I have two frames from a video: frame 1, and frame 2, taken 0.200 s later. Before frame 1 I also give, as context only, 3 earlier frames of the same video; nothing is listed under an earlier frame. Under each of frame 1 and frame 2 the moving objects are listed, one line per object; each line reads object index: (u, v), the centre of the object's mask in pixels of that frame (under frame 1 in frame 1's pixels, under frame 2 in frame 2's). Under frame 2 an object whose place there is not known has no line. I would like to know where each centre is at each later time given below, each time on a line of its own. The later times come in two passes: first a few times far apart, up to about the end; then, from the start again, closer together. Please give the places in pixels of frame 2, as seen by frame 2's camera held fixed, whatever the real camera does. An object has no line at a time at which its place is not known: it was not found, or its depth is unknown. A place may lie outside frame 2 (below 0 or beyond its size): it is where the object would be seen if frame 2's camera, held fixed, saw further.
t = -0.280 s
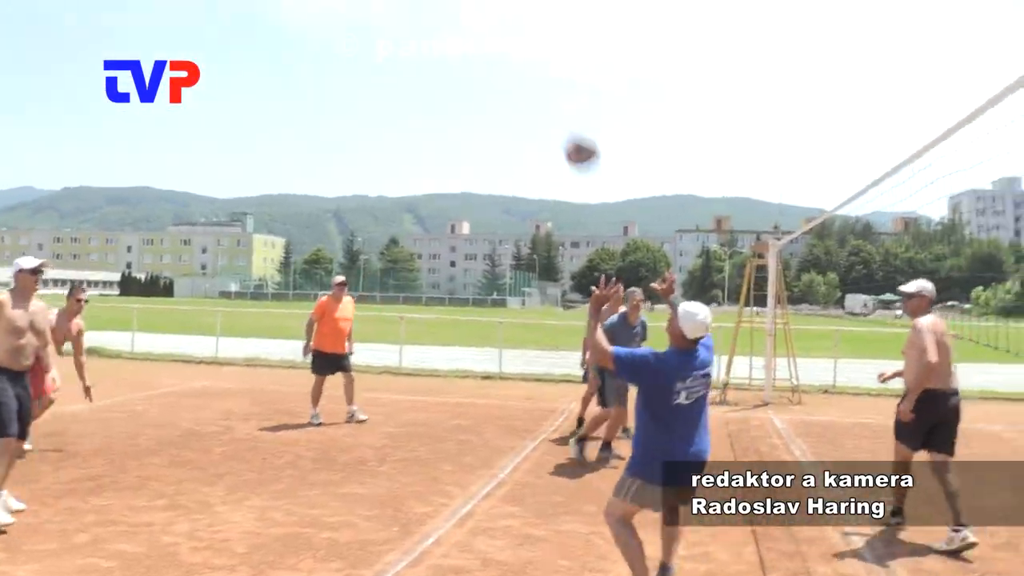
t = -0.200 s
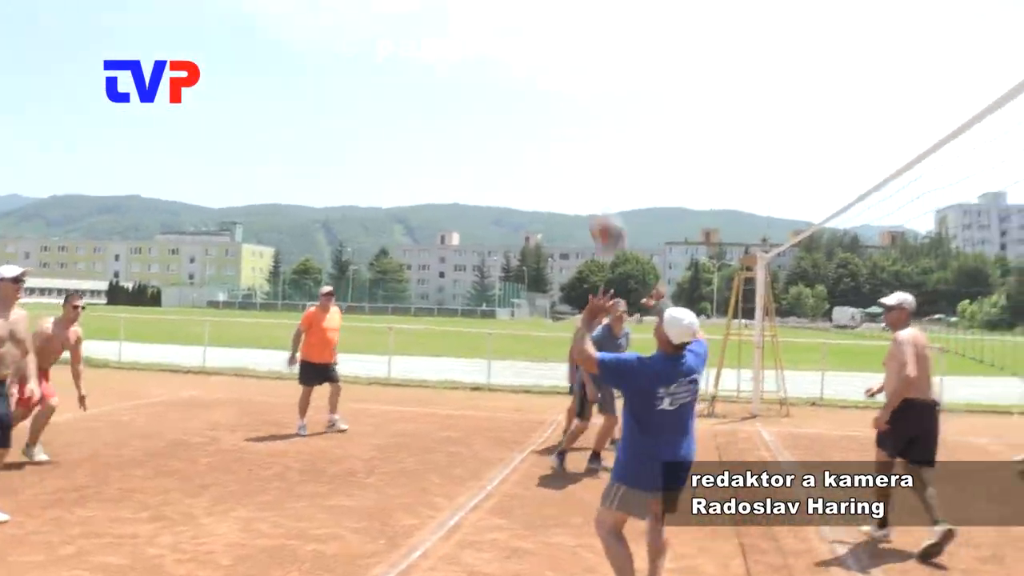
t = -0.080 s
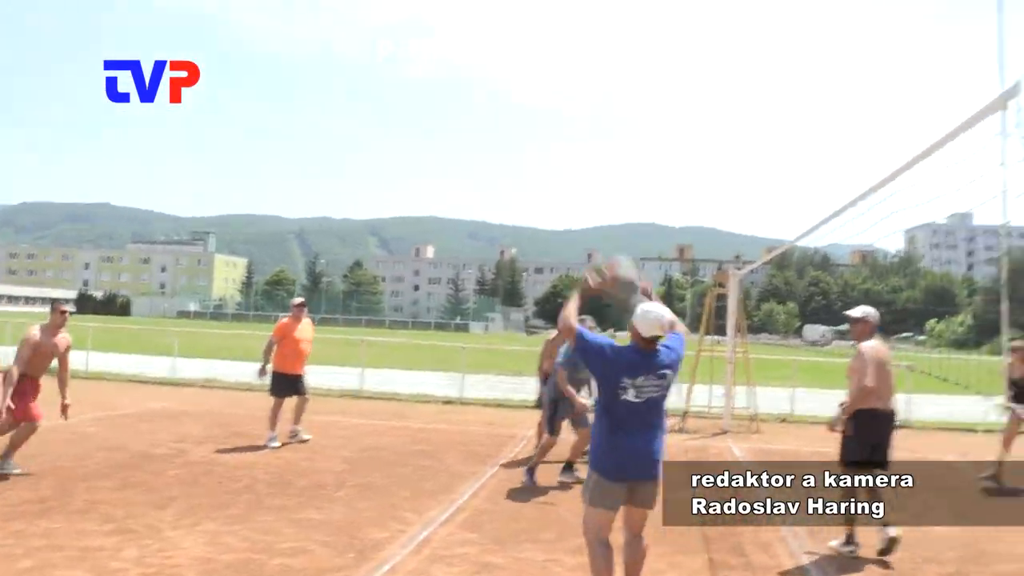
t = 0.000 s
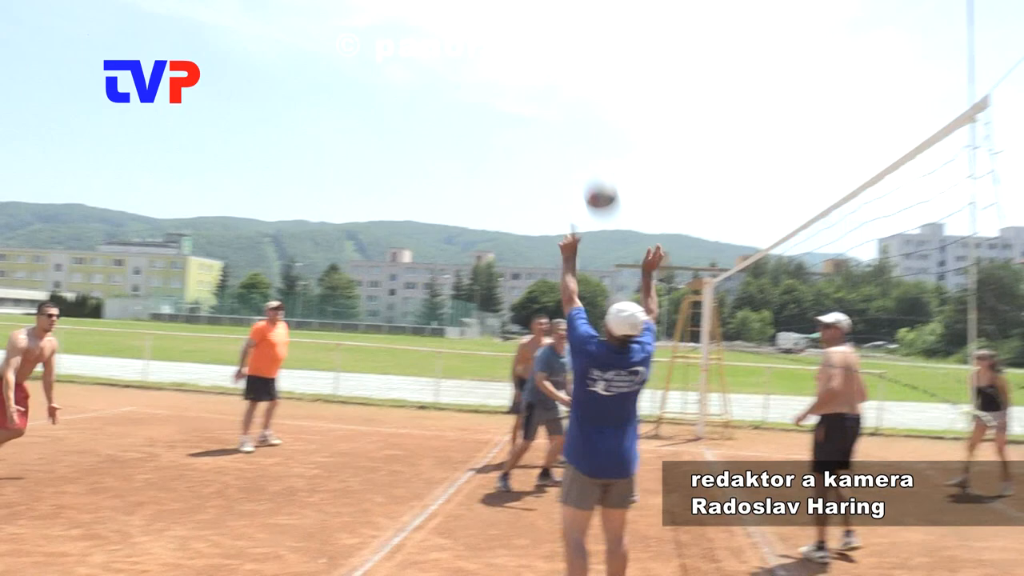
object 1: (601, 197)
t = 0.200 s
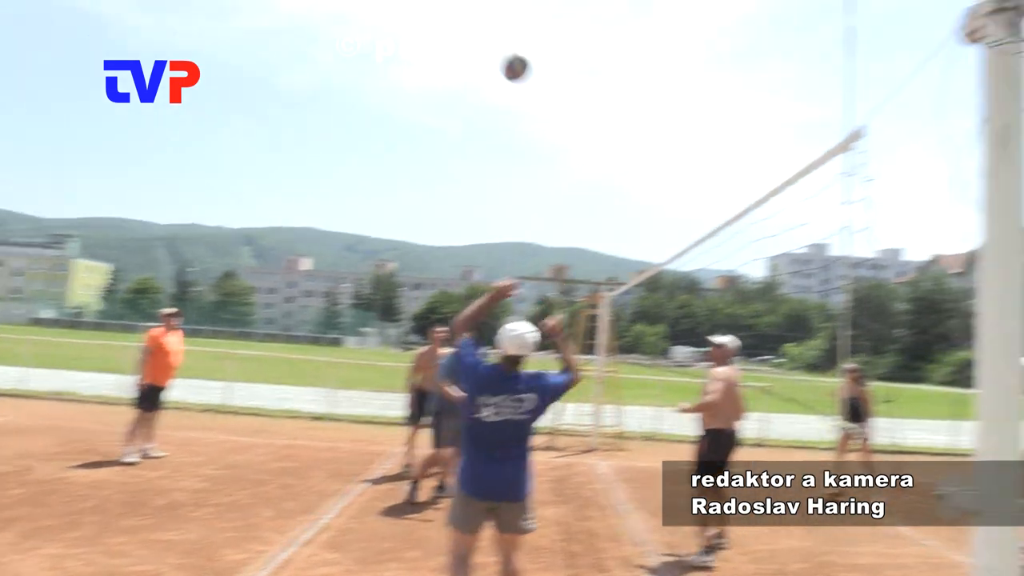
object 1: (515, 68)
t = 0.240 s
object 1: (517, 49)
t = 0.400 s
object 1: (521, 1)
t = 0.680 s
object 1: (524, 4)
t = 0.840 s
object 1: (523, 44)
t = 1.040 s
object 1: (521, 126)
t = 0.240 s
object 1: (517, 49)
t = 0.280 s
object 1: (520, 33)
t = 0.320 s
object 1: (520, 20)
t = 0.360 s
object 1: (520, 9)
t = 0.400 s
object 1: (521, 1)
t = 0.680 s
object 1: (524, 4)
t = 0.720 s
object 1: (524, 12)
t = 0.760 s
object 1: (524, 21)
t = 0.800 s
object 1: (524, 32)
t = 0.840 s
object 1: (523, 44)
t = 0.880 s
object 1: (523, 58)
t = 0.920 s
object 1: (523, 73)
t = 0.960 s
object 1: (522, 89)
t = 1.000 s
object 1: (522, 107)
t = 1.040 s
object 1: (521, 126)
